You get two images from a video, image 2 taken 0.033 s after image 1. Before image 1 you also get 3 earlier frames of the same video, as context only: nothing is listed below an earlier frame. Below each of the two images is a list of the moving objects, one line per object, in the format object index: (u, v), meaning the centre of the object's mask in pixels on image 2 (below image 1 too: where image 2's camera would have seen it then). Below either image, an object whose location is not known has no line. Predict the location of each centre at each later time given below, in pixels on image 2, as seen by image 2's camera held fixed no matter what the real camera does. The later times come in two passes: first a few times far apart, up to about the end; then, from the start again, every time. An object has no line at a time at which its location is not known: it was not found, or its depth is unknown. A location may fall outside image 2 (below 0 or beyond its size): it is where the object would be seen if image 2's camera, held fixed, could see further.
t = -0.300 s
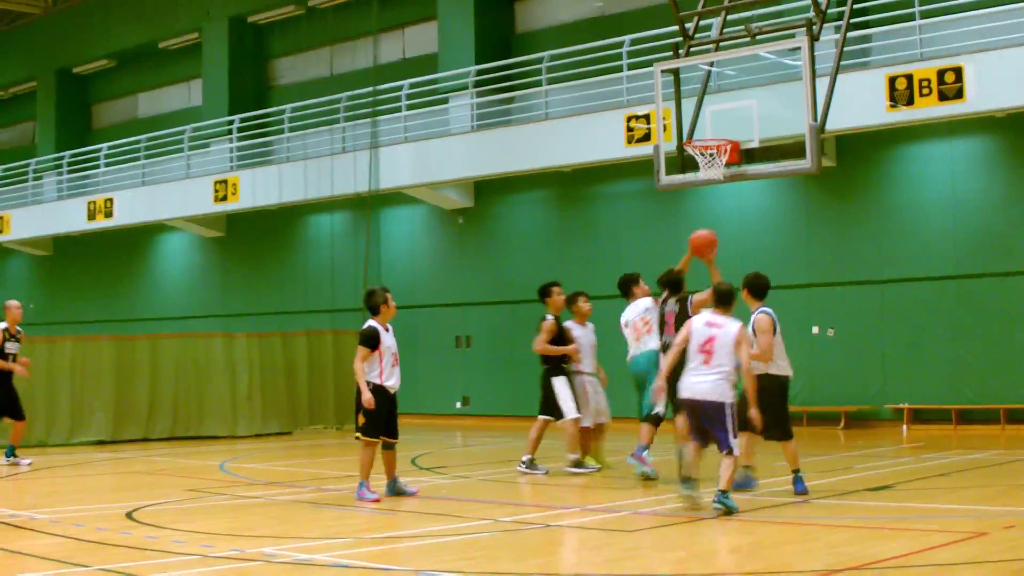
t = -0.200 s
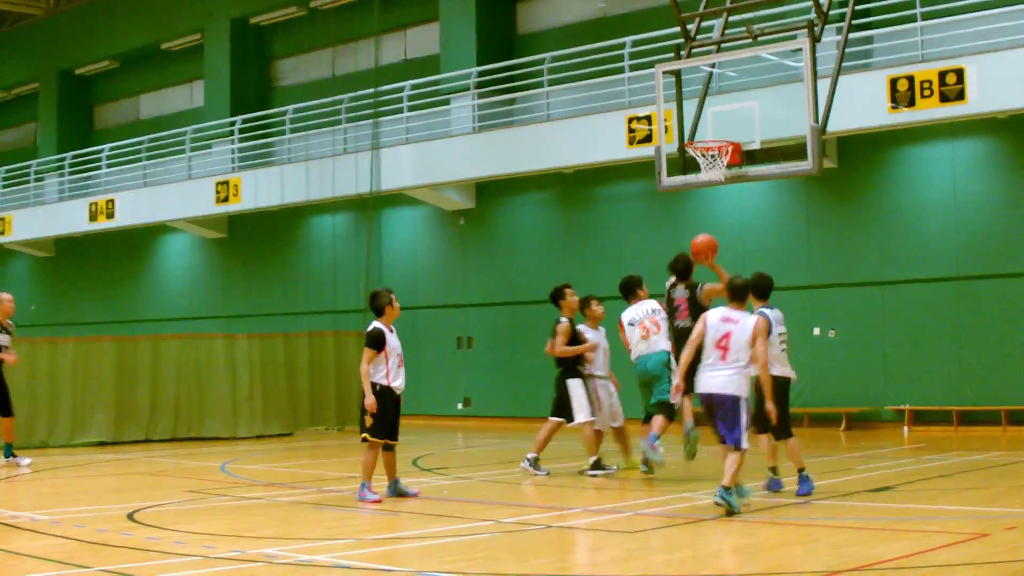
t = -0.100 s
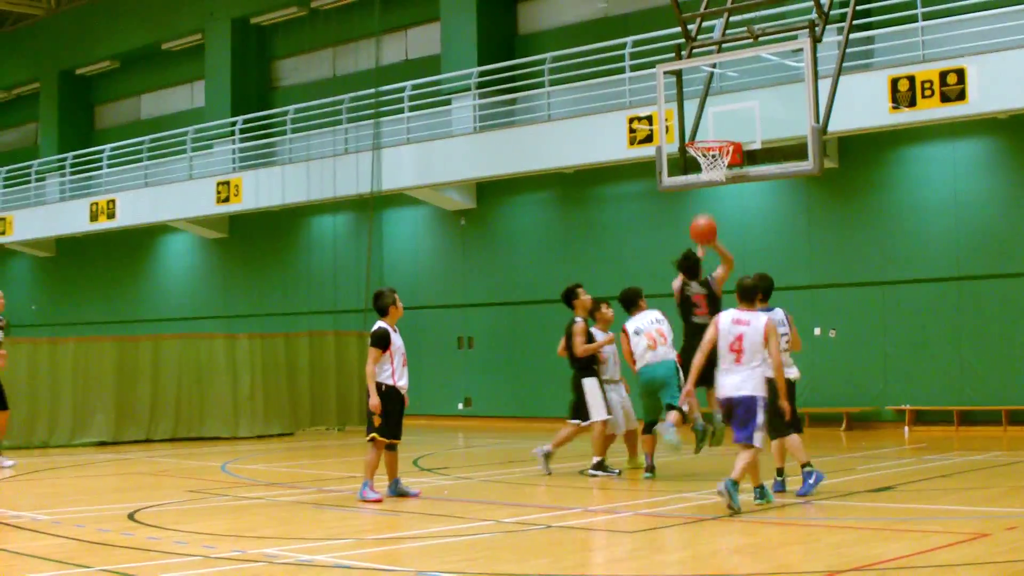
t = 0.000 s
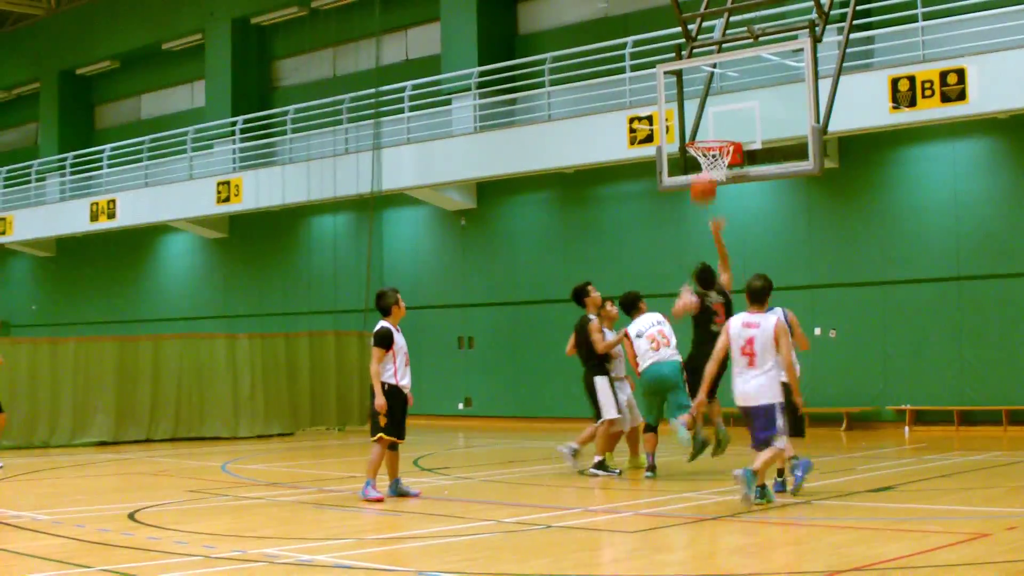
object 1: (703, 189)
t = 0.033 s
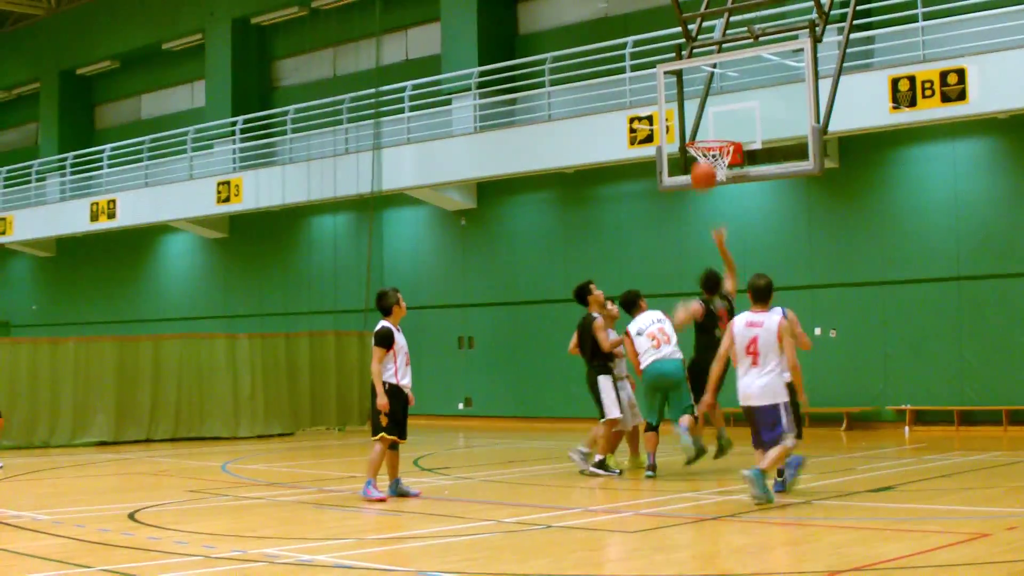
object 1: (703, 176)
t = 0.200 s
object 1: (704, 129)
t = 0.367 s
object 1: (707, 112)
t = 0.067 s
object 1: (703, 163)
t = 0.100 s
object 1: (703, 153)
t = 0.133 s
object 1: (704, 144)
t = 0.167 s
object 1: (704, 135)
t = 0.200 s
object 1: (704, 129)
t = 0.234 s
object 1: (705, 123)
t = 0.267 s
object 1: (705, 119)
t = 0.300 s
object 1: (706, 115)
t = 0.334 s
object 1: (706, 113)
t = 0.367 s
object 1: (707, 112)
